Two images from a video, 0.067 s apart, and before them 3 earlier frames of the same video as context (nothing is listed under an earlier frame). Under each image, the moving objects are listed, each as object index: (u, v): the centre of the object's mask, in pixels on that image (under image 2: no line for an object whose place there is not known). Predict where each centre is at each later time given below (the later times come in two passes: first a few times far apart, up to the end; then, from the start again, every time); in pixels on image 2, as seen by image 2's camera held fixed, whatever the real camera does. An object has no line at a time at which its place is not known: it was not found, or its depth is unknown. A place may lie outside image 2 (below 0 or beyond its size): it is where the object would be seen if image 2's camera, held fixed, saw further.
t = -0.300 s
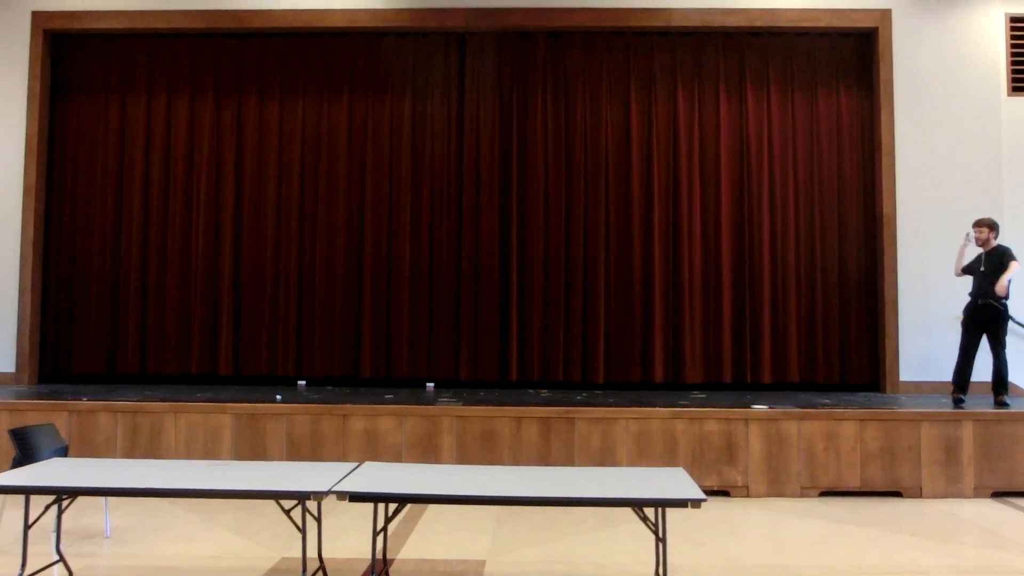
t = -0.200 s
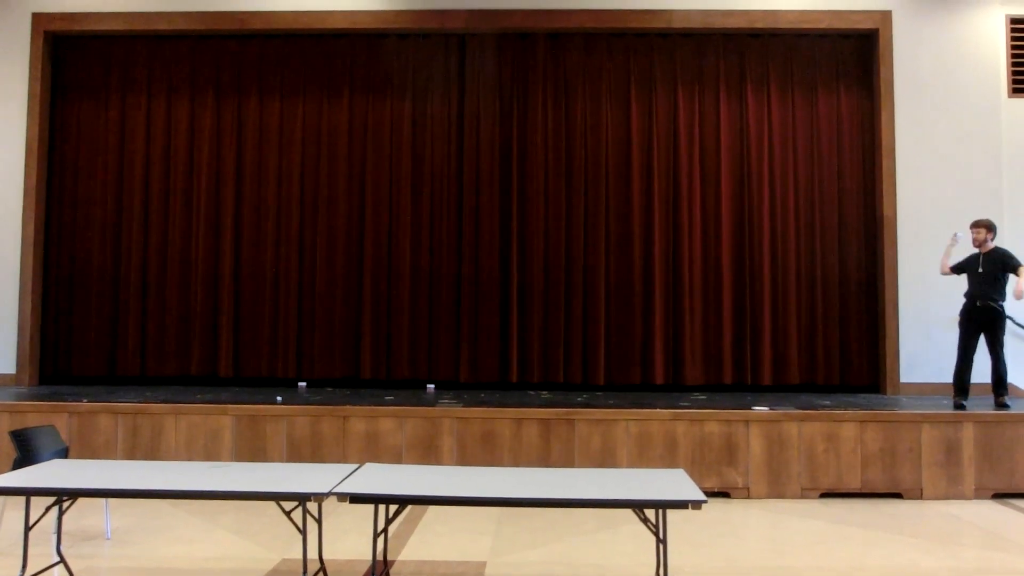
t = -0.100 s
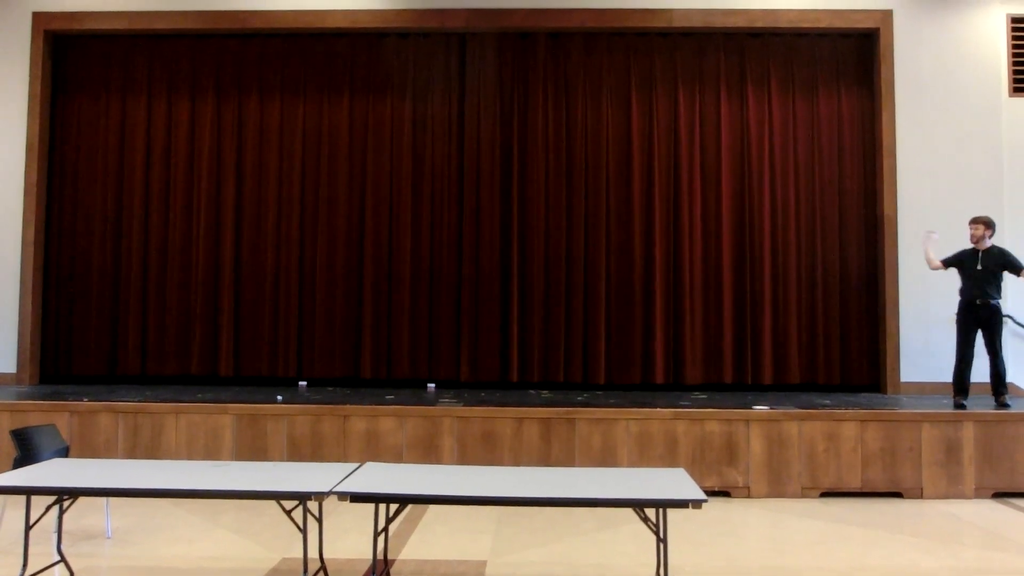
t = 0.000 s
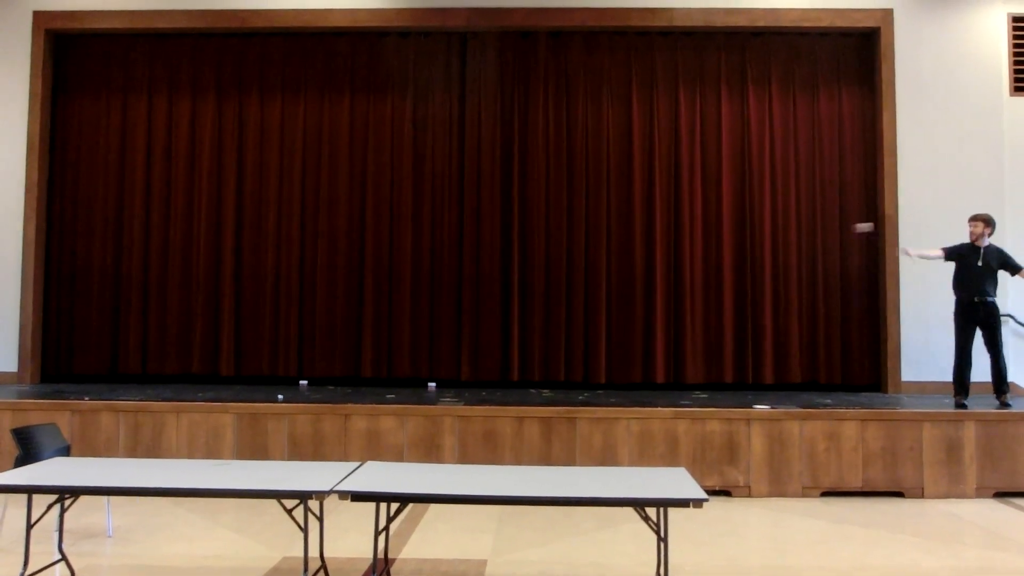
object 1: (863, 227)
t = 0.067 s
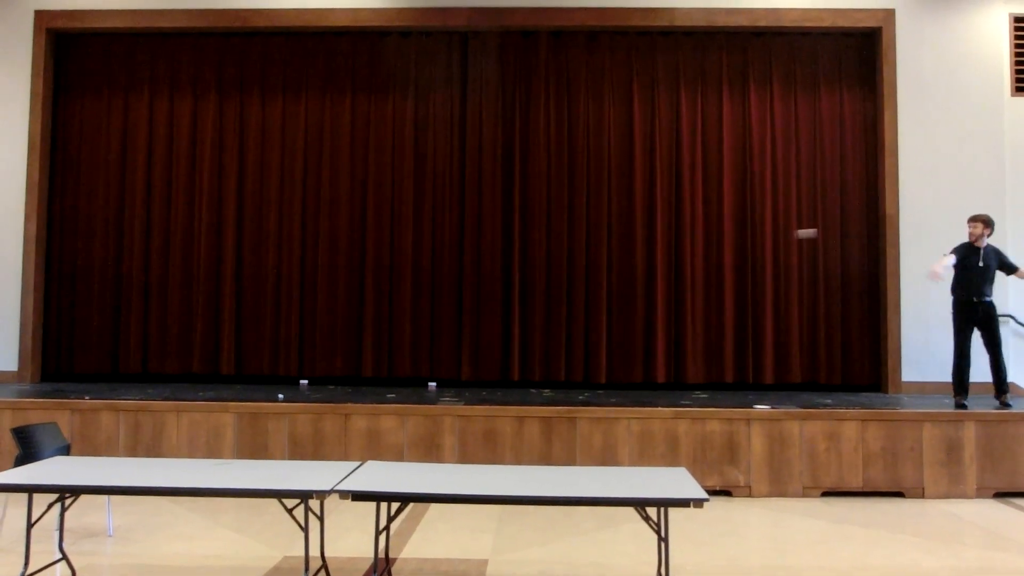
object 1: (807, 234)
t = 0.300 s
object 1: (611, 250)
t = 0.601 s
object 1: (409, 272)
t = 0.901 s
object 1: (255, 294)
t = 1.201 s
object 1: (184, 312)
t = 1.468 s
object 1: (163, 361)
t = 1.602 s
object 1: (155, 379)
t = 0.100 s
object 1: (777, 236)
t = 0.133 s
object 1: (747, 238)
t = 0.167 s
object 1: (719, 240)
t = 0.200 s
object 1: (690, 243)
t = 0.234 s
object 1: (663, 245)
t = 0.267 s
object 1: (637, 247)
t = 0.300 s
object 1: (611, 250)
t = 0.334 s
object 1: (585, 253)
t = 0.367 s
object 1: (561, 255)
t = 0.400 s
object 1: (537, 257)
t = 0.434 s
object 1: (514, 260)
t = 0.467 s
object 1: (492, 262)
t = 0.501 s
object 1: (471, 265)
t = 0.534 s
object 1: (449, 267)
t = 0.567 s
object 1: (429, 270)
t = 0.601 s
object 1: (409, 272)
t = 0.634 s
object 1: (390, 275)
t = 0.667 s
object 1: (371, 277)
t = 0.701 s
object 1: (353, 279)
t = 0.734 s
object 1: (335, 282)
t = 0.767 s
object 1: (318, 285)
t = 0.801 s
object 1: (302, 287)
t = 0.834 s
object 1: (286, 289)
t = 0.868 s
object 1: (270, 291)
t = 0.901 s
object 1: (255, 294)
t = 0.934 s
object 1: (240, 297)
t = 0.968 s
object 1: (226, 299)
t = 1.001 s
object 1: (212, 301)
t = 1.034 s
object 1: (202, 301)
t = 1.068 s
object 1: (198, 302)
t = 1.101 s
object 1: (196, 302)
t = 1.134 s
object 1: (193, 305)
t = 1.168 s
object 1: (189, 308)
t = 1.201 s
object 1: (184, 312)
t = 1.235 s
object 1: (180, 316)
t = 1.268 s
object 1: (179, 320)
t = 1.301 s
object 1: (177, 326)
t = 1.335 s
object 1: (176, 332)
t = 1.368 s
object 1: (173, 340)
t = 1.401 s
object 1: (169, 347)
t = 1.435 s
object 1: (165, 354)
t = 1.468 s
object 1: (163, 361)
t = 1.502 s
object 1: (161, 368)
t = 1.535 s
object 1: (159, 377)
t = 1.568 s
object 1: (157, 380)
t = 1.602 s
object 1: (155, 379)
